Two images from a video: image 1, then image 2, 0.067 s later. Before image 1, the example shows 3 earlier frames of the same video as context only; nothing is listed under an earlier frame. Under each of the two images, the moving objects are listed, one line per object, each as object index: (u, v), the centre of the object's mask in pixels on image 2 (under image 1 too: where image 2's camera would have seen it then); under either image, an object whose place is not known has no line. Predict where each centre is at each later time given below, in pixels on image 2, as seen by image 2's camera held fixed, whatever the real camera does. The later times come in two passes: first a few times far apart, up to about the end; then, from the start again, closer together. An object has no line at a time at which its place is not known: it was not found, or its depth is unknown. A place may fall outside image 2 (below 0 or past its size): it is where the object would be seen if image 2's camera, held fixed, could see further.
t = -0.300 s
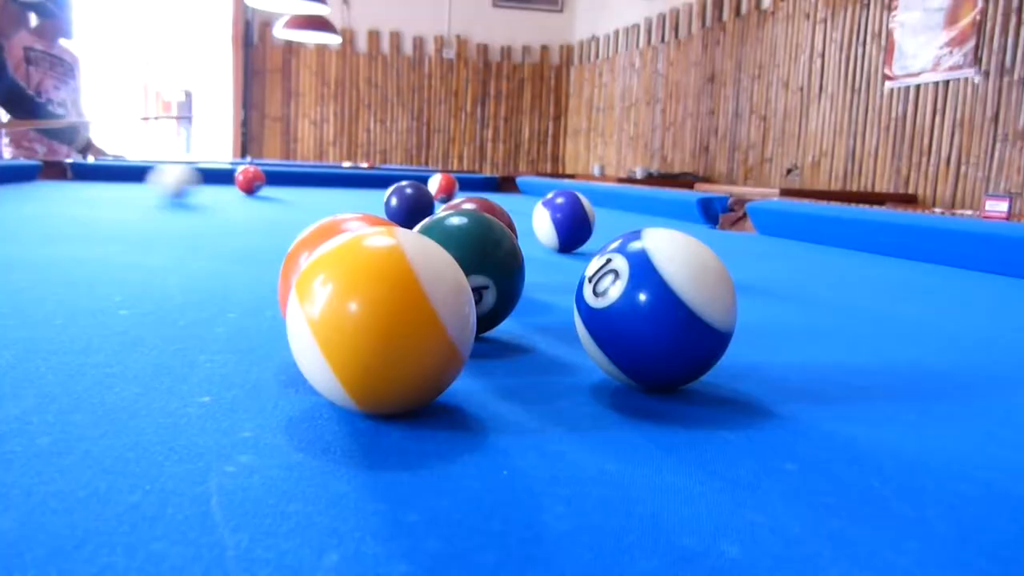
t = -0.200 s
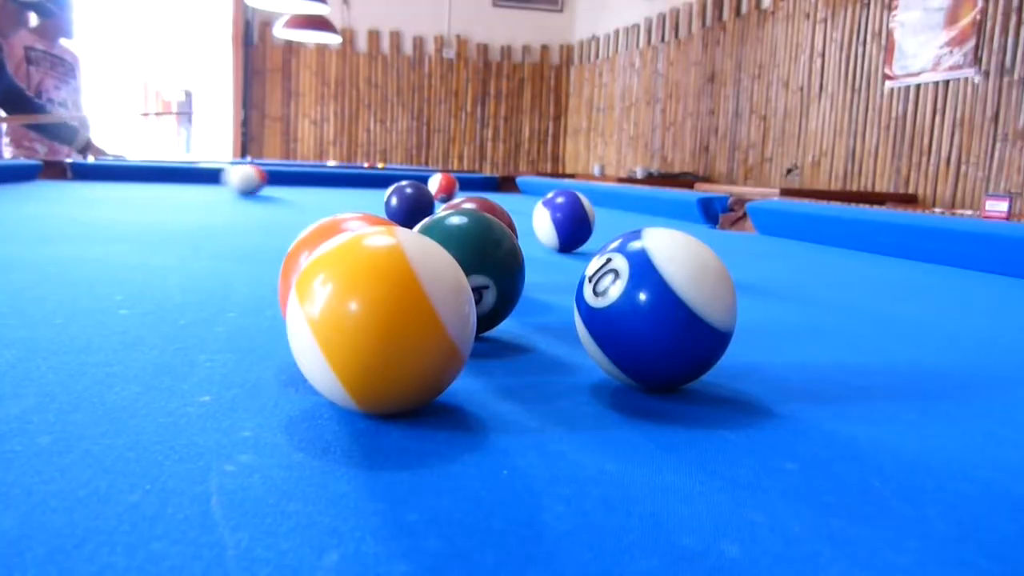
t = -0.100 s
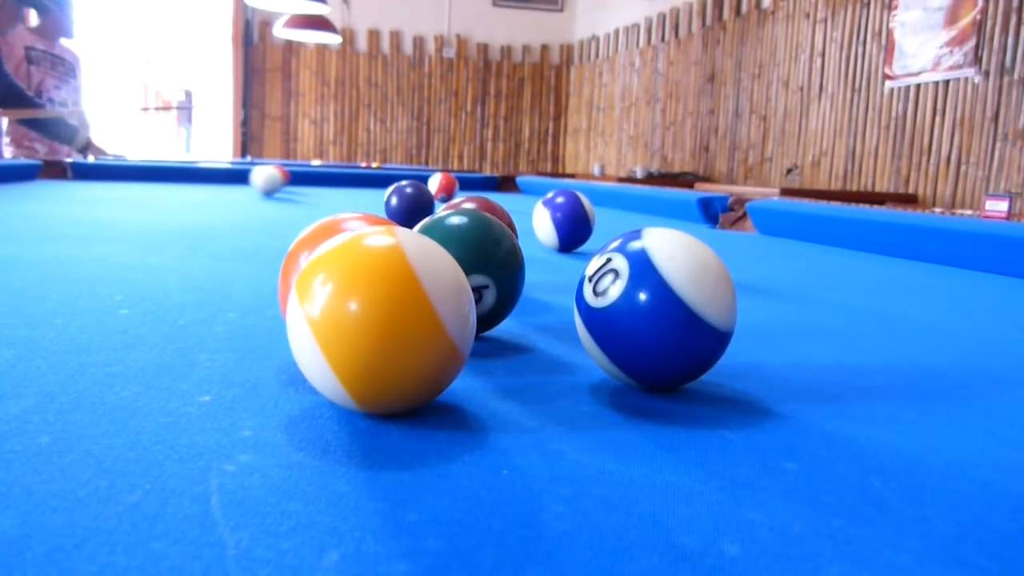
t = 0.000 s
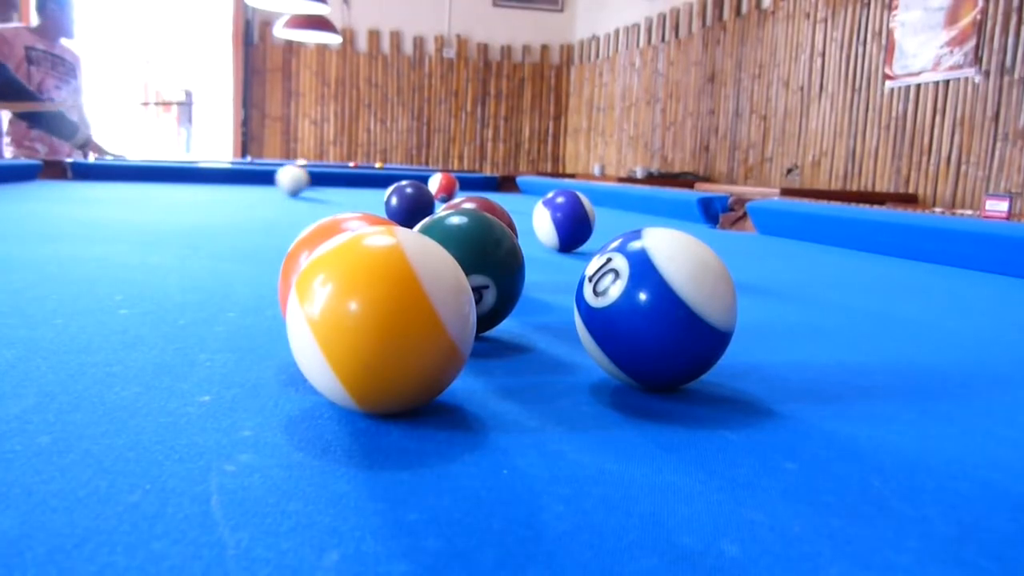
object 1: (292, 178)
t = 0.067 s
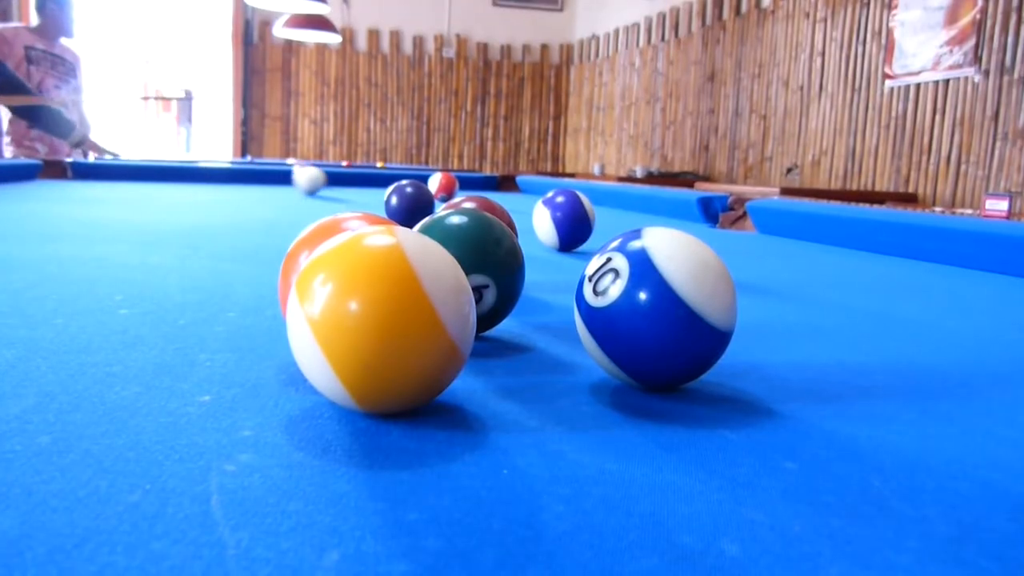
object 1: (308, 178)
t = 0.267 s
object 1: (358, 180)
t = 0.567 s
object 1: (418, 175)
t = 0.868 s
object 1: (467, 180)
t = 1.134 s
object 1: (502, 181)
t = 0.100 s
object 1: (317, 179)
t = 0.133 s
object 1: (326, 179)
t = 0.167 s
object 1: (334, 179)
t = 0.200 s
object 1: (342, 179)
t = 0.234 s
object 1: (350, 180)
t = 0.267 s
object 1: (358, 180)
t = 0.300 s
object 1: (365, 180)
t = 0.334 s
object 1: (372, 179)
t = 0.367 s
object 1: (379, 179)
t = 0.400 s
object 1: (385, 177)
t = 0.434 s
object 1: (391, 177)
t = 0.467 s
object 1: (398, 176)
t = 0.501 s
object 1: (406, 176)
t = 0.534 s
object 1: (412, 175)
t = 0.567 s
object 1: (418, 175)
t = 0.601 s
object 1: (422, 176)
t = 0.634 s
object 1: (426, 176)
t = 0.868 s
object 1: (467, 180)
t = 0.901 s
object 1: (471, 180)
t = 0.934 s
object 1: (476, 180)
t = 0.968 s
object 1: (481, 181)
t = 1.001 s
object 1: (486, 180)
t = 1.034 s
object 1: (490, 181)
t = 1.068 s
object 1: (494, 180)
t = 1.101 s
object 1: (498, 180)
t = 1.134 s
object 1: (502, 181)
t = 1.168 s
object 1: (506, 184)
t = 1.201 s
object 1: (509, 187)
